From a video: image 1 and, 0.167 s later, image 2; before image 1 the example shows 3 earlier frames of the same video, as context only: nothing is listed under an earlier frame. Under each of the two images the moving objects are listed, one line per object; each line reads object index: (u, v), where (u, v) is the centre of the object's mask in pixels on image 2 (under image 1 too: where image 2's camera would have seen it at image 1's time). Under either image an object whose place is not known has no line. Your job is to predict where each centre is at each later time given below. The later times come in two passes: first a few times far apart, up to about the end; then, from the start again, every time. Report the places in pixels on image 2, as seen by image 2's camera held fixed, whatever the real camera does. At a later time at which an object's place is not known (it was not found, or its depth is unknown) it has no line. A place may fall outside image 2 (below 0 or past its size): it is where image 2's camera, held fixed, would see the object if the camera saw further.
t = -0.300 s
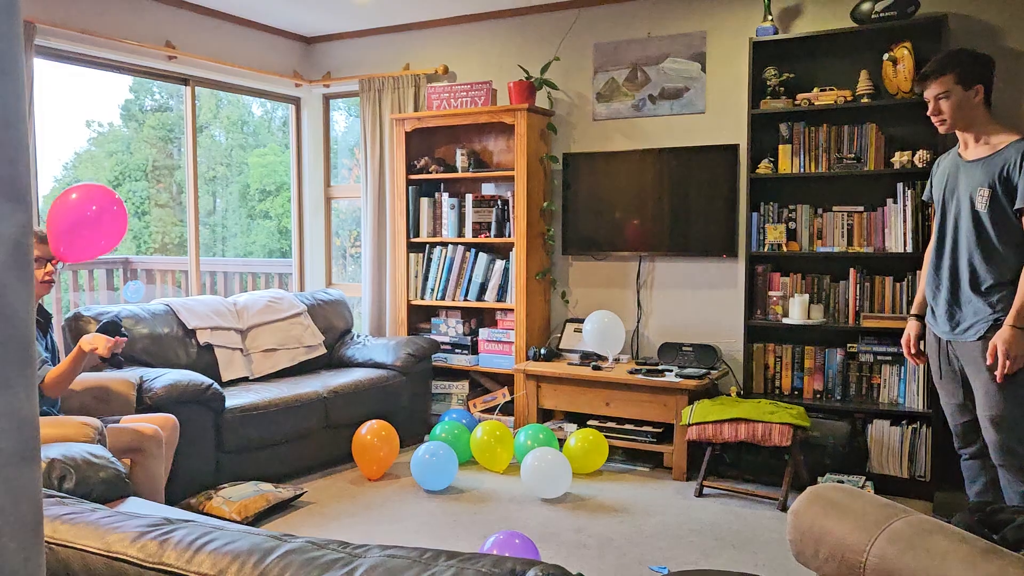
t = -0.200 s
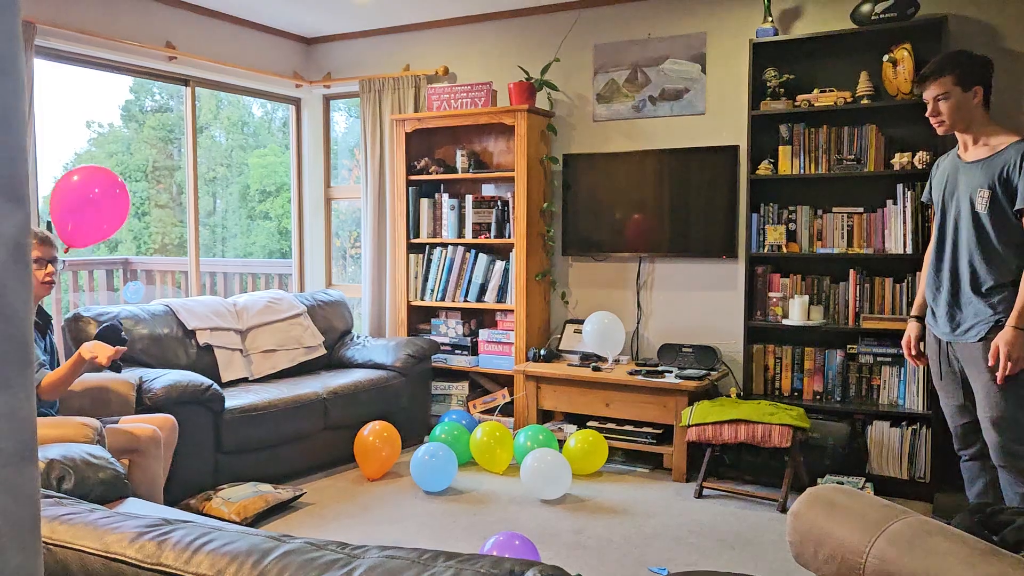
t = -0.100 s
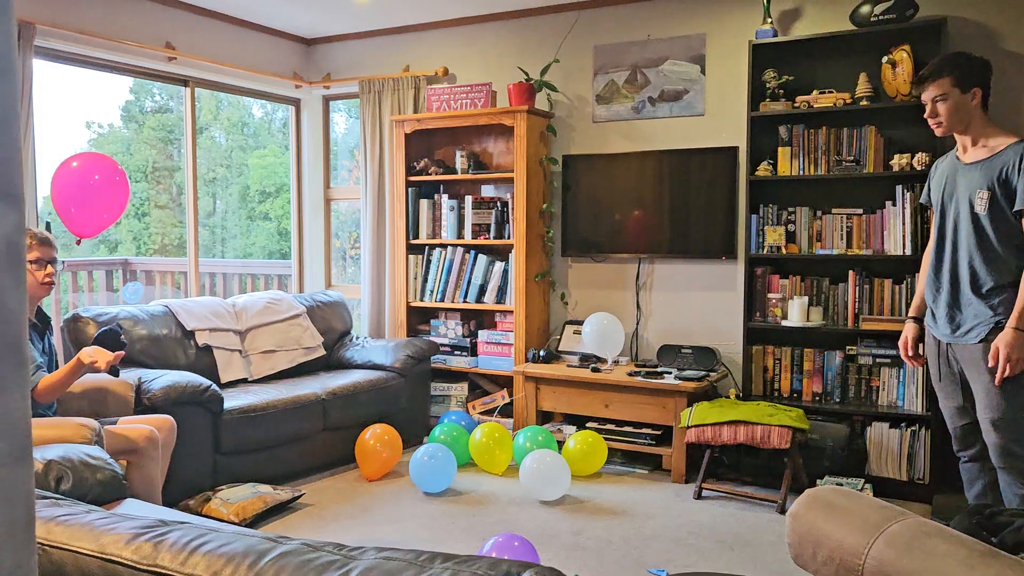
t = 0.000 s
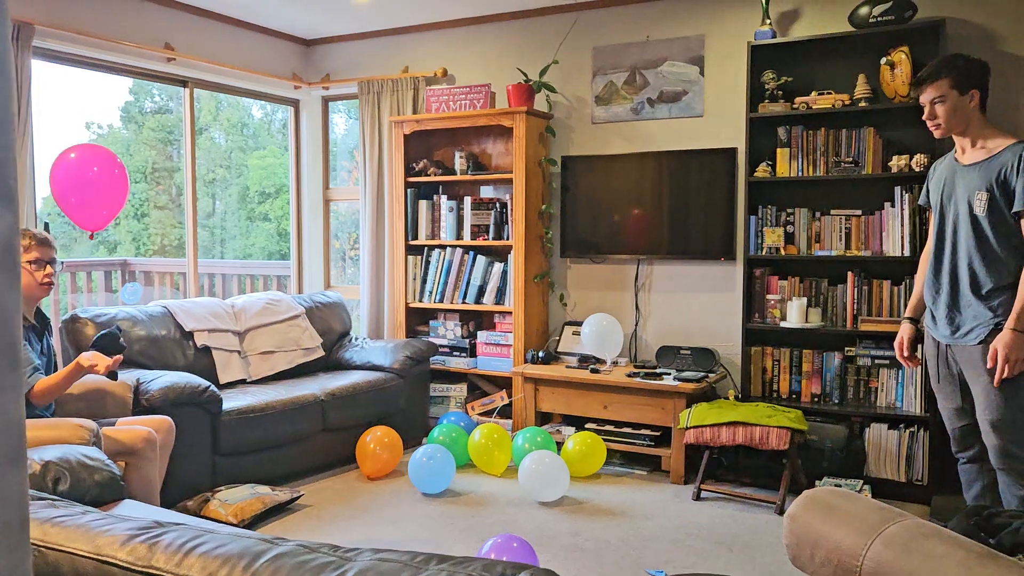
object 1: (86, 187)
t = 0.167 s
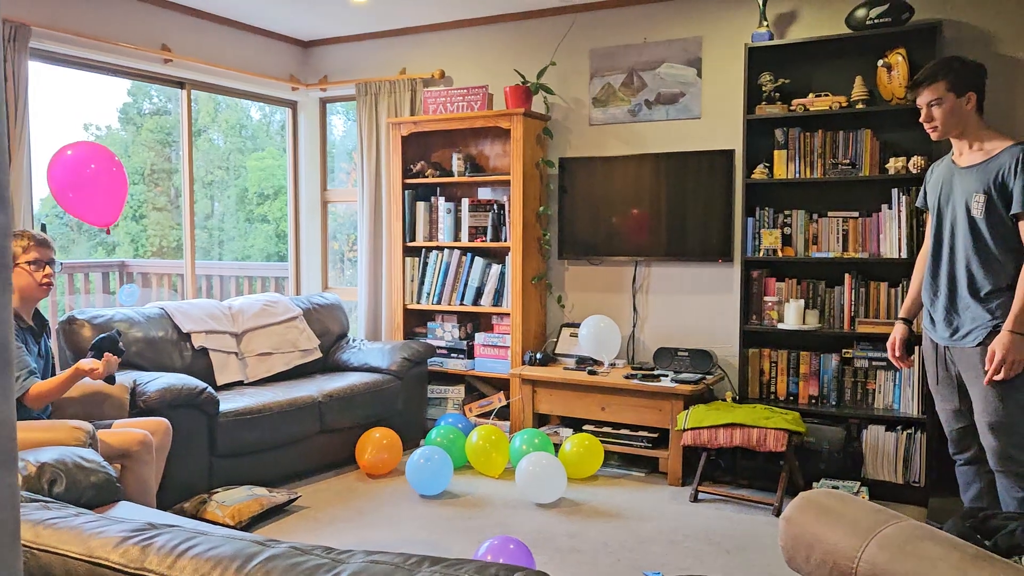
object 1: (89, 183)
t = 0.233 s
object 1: (90, 185)
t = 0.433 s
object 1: (96, 203)
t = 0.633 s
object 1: (104, 236)
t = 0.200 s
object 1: (89, 184)
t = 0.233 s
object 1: (90, 185)
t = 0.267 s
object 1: (91, 186)
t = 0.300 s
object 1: (92, 189)
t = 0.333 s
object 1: (93, 191)
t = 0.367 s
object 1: (94, 195)
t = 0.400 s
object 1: (95, 198)
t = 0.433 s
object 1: (96, 203)
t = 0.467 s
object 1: (97, 207)
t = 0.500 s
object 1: (99, 212)
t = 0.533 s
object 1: (100, 217)
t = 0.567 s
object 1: (101, 223)
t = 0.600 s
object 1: (102, 230)
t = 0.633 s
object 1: (104, 236)
